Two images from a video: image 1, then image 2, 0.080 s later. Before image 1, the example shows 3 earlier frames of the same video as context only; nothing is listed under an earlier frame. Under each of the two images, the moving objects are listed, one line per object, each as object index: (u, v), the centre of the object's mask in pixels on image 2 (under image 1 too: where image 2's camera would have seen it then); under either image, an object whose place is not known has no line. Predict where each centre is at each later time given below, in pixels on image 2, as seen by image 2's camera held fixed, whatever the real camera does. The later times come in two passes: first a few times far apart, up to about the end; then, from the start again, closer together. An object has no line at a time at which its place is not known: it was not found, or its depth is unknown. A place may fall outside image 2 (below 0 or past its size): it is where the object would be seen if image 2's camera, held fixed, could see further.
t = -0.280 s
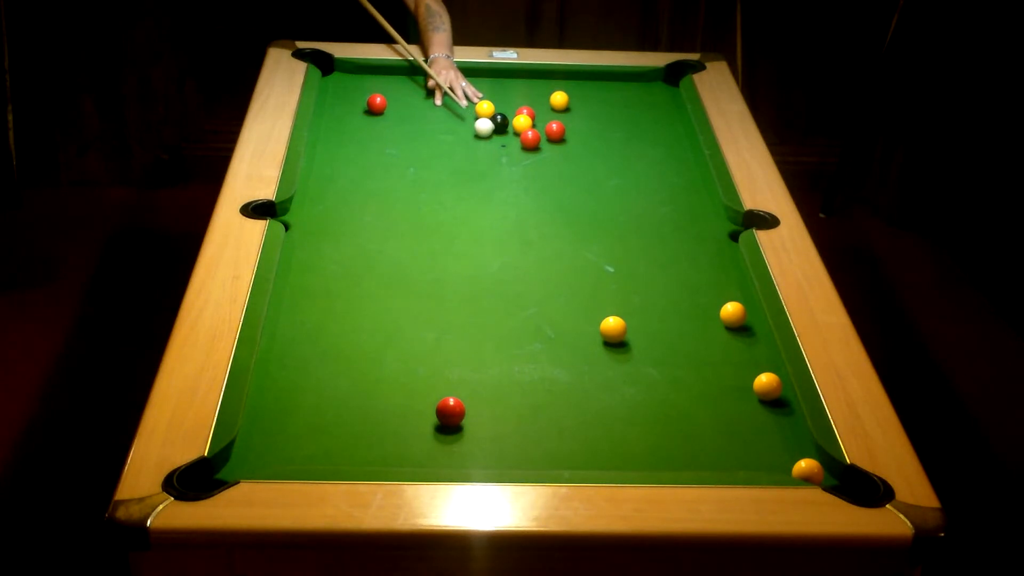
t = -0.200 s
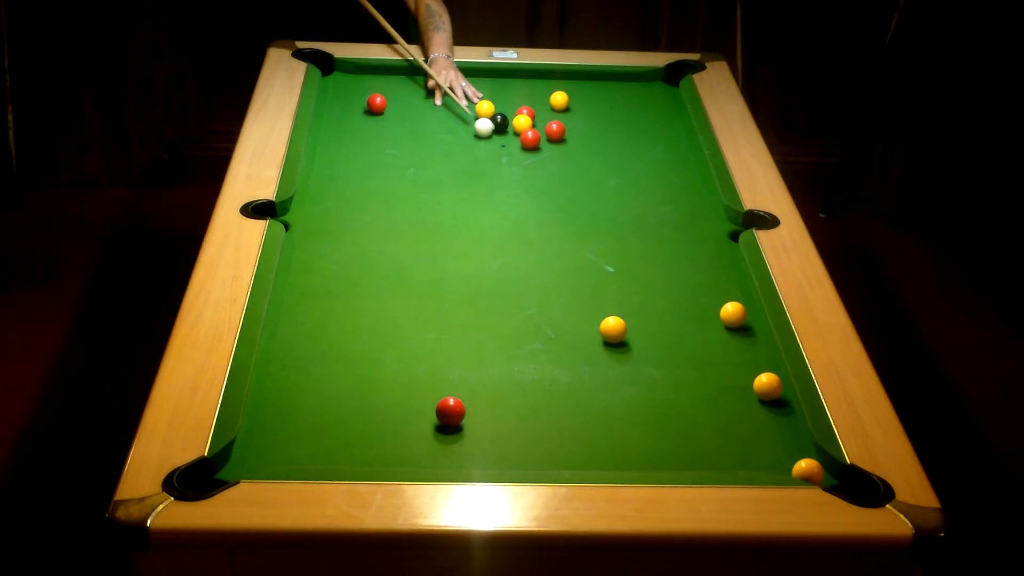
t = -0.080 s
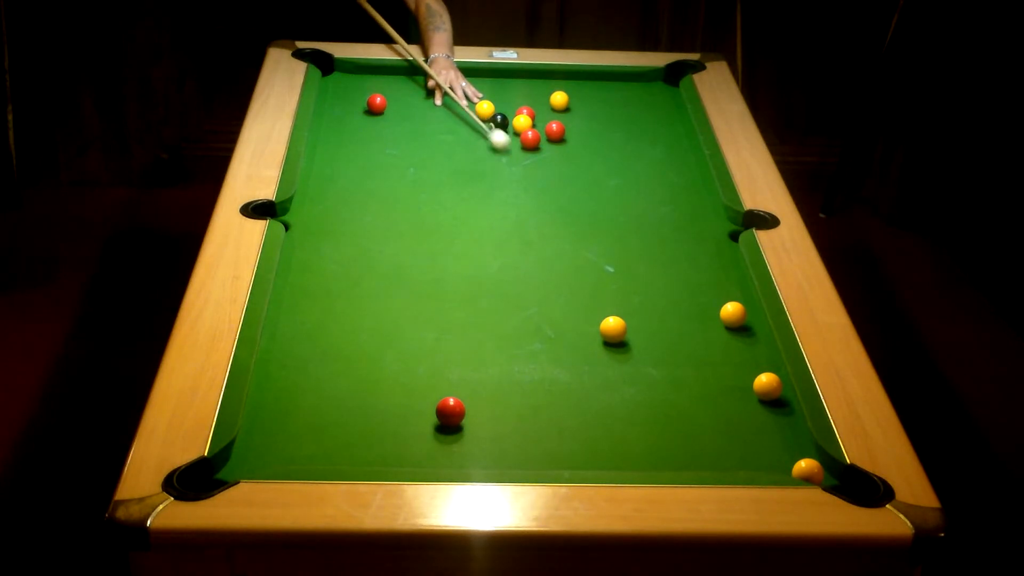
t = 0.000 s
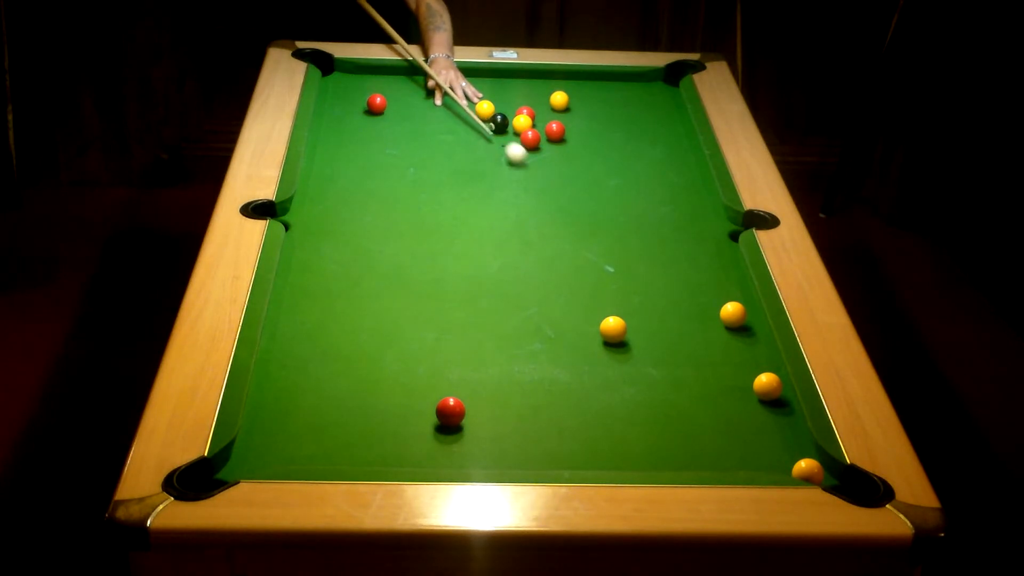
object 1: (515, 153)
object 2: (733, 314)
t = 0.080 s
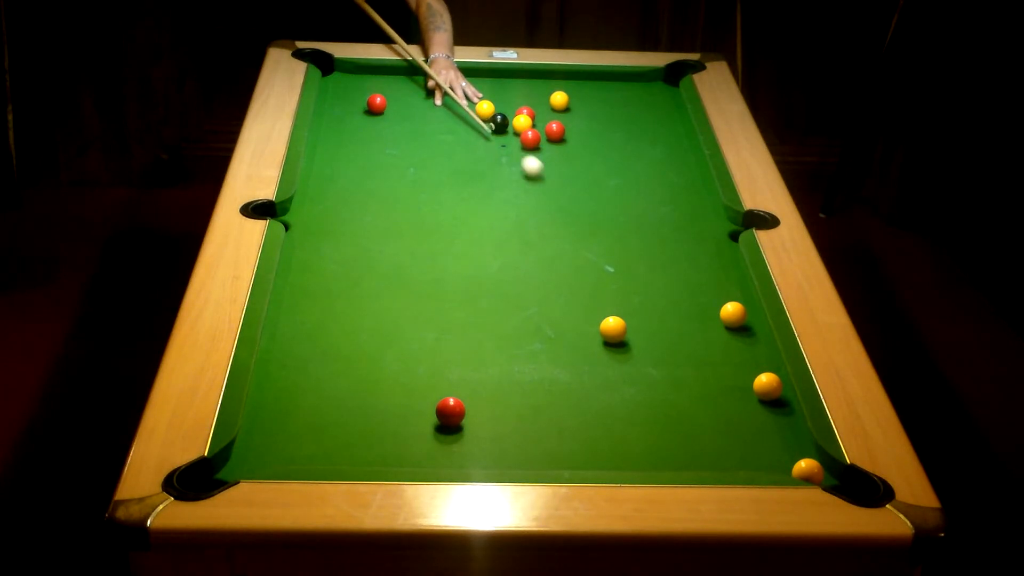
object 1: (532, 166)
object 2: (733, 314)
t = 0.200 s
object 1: (557, 187)
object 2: (733, 314)
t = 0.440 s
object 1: (611, 232)
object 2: (733, 314)
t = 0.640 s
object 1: (660, 272)
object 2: (733, 314)
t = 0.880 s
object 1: (709, 323)
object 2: (745, 316)
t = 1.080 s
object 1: (718, 364)
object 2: (738, 320)
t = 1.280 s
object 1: (727, 407)
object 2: (719, 323)
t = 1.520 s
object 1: (739, 459)
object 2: (699, 326)
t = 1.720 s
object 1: (729, 439)
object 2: (684, 328)
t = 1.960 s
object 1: (714, 404)
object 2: (669, 330)
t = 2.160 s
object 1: (704, 377)
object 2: (658, 332)
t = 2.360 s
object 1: (693, 352)
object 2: (649, 332)
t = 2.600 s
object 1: (682, 327)
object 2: (640, 332)
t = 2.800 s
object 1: (673, 307)
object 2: (640, 333)
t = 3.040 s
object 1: (664, 287)
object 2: (640, 333)
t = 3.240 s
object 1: (657, 270)
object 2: (640, 333)
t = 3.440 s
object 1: (651, 256)
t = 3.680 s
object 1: (645, 241)
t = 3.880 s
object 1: (640, 230)
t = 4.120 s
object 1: (634, 219)
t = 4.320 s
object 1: (630, 210)
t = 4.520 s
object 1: (627, 203)
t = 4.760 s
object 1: (623, 195)
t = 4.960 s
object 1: (620, 189)
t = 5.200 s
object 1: (617, 184)
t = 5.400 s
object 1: (615, 180)
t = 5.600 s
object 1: (613, 177)
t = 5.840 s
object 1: (611, 175)
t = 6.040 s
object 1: (610, 173)
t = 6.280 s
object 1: (610, 172)
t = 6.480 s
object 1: (610, 172)
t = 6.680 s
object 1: (610, 172)
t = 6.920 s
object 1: (610, 172)
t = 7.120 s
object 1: (610, 172)
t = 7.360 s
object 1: (610, 172)
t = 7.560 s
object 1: (610, 172)
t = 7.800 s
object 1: (610, 172)
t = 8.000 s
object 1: (610, 172)
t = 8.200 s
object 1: (610, 172)
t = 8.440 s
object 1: (610, 172)
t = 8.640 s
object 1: (610, 172)
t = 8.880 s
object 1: (610, 172)
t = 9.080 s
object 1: (610, 172)
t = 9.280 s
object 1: (610, 172)
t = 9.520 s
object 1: (610, 172)
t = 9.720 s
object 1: (610, 172)
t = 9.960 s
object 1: (610, 172)
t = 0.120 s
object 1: (540, 173)
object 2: (733, 314)
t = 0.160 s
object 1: (549, 180)
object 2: (733, 314)
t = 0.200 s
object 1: (557, 187)
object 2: (733, 314)
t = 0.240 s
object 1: (566, 194)
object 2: (733, 314)
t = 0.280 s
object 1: (575, 201)
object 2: (733, 314)
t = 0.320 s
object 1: (584, 209)
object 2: (733, 314)
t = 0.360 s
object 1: (592, 216)
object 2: (733, 314)
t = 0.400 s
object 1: (602, 224)
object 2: (733, 314)
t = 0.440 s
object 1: (611, 232)
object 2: (733, 314)
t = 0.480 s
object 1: (620, 240)
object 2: (733, 314)
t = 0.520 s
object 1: (630, 248)
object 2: (733, 314)
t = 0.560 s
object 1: (640, 256)
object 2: (733, 314)
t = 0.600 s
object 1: (650, 264)
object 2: (733, 314)
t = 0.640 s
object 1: (660, 272)
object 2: (733, 314)
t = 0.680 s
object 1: (670, 280)
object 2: (733, 314)
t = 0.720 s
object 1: (680, 289)
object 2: (733, 314)
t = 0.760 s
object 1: (690, 298)
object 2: (733, 314)
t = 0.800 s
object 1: (702, 307)
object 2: (733, 314)
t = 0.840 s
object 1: (707, 315)
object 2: (737, 314)
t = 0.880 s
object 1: (709, 323)
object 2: (745, 316)
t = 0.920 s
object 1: (711, 330)
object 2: (751, 317)
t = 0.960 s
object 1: (712, 339)
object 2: (749, 317)
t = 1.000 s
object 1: (714, 347)
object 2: (745, 318)
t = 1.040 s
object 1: (716, 355)
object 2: (742, 319)
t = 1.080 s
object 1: (718, 364)
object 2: (738, 320)
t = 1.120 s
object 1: (720, 372)
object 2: (734, 320)
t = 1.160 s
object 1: (722, 381)
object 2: (730, 321)
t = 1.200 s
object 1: (724, 389)
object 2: (726, 322)
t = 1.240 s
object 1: (726, 398)
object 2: (723, 322)
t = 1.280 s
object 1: (727, 407)
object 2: (719, 323)
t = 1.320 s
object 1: (729, 416)
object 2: (716, 324)
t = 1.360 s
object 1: (731, 425)
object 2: (712, 324)
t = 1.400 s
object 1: (733, 433)
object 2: (709, 324)
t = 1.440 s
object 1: (735, 441)
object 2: (705, 325)
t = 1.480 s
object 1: (737, 450)
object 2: (702, 325)
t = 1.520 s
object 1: (739, 459)
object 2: (699, 326)
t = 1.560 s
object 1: (740, 463)
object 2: (696, 326)
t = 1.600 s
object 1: (738, 458)
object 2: (693, 327)
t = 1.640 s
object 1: (735, 452)
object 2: (690, 327)
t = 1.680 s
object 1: (732, 447)
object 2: (687, 328)
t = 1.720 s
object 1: (729, 439)
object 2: (684, 328)
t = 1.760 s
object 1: (726, 432)
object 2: (681, 329)
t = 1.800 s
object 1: (724, 427)
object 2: (679, 329)
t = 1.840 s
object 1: (722, 421)
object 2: (676, 330)
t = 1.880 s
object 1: (719, 415)
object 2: (674, 330)
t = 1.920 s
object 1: (717, 409)
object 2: (671, 330)
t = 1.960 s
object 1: (714, 404)
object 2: (669, 330)
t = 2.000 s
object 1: (712, 398)
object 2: (666, 331)
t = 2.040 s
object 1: (710, 393)
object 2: (664, 331)
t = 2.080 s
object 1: (708, 386)
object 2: (662, 332)
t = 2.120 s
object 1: (706, 382)
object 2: (660, 331)
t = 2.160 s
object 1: (704, 377)
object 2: (658, 332)
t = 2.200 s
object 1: (702, 372)
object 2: (656, 332)
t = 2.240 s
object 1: (699, 367)
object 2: (654, 332)
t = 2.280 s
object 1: (697, 362)
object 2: (652, 332)
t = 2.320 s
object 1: (695, 358)
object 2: (650, 332)
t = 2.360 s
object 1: (693, 352)
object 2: (649, 332)
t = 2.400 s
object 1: (691, 348)
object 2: (647, 332)
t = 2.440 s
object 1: (689, 343)
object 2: (645, 332)
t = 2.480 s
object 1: (687, 339)
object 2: (644, 332)
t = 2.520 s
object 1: (686, 335)
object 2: (642, 332)
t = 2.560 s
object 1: (684, 331)
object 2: (641, 332)
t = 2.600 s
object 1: (682, 327)
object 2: (640, 332)
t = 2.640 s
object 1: (680, 322)
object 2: (640, 333)
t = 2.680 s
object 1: (679, 319)
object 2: (640, 333)
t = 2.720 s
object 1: (677, 315)
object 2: (640, 333)
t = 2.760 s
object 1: (675, 311)
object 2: (640, 333)
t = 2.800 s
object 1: (673, 307)
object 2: (640, 333)
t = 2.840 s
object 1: (672, 303)
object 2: (640, 333)
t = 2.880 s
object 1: (670, 300)
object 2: (640, 333)
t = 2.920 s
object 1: (669, 296)
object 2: (640, 333)
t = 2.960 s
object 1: (668, 293)
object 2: (640, 333)
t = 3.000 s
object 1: (666, 289)
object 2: (640, 333)
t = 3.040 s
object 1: (664, 287)
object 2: (640, 333)
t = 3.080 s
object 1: (663, 283)
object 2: (640, 333)
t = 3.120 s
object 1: (662, 280)
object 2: (640, 333)
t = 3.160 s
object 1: (660, 276)
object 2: (640, 333)
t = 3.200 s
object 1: (659, 274)
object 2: (640, 333)
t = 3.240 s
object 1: (657, 270)
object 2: (640, 333)
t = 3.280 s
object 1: (656, 268)
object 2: (639, 333)
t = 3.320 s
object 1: (655, 264)
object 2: (639, 333)
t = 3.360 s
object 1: (654, 262)
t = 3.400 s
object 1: (653, 259)
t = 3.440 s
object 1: (651, 256)
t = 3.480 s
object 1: (650, 254)
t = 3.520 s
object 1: (649, 251)
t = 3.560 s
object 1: (648, 249)
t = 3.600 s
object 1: (647, 246)
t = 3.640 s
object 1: (646, 244)
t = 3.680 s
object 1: (645, 241)
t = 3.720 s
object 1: (644, 239)
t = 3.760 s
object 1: (643, 237)
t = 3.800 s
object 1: (642, 235)
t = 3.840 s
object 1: (641, 233)
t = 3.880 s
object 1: (640, 230)
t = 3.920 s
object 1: (639, 229)
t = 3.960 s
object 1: (638, 226)
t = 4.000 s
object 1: (637, 224)
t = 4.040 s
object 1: (636, 222)
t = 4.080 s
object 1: (635, 221)
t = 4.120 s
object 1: (634, 219)
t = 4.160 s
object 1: (633, 217)
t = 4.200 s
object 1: (633, 215)
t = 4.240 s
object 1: (632, 214)
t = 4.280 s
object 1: (631, 212)
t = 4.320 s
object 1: (630, 210)
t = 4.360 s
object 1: (630, 209)
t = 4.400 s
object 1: (629, 207)
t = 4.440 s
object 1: (628, 206)
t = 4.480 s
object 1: (628, 204)
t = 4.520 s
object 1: (627, 203)
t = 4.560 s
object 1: (626, 201)
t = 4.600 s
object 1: (626, 200)
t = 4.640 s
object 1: (625, 199)
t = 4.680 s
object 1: (625, 197)
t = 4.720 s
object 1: (624, 196)
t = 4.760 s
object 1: (623, 195)
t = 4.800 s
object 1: (623, 194)
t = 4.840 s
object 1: (622, 193)
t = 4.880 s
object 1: (622, 192)
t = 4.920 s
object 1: (621, 190)
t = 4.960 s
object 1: (620, 189)
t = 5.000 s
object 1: (620, 188)
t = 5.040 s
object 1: (619, 187)
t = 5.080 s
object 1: (619, 186)
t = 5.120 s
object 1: (618, 186)
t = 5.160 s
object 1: (618, 185)
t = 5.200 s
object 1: (617, 184)
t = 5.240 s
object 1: (617, 183)
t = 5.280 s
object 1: (616, 182)
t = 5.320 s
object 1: (616, 182)
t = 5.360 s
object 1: (615, 181)
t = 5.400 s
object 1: (615, 180)
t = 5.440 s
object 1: (615, 180)
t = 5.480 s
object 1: (614, 179)
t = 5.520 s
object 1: (614, 178)
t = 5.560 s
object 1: (613, 178)
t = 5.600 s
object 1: (613, 177)
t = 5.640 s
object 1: (613, 177)
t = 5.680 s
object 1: (612, 176)
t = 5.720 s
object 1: (612, 176)
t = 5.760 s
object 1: (612, 175)
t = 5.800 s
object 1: (611, 175)
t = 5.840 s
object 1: (611, 175)
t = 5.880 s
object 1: (611, 174)
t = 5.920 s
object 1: (611, 174)
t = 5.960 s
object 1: (611, 174)
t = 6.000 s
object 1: (610, 173)
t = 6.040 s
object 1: (610, 173)
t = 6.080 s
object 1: (610, 173)
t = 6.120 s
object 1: (610, 173)
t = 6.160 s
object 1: (610, 173)
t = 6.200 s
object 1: (610, 172)
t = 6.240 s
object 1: (610, 173)
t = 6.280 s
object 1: (610, 172)
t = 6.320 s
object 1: (610, 172)
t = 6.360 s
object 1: (610, 172)
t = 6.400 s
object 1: (610, 172)
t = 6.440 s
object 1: (610, 172)
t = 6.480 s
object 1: (610, 172)
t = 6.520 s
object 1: (610, 172)
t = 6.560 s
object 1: (610, 172)
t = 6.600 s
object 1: (610, 172)
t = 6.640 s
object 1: (610, 172)
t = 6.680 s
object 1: (610, 172)
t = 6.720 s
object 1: (610, 172)
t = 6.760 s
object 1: (610, 172)
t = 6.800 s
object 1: (610, 172)
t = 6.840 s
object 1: (610, 173)
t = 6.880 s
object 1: (610, 172)
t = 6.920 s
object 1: (610, 172)
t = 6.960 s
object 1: (610, 172)
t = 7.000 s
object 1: (610, 172)
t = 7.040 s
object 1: (610, 172)
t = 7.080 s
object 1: (610, 172)
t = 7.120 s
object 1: (610, 172)
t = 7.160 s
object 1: (610, 172)
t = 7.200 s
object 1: (610, 172)
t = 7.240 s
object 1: (610, 172)
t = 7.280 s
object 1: (610, 172)
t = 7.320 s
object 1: (610, 172)
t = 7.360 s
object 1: (610, 172)
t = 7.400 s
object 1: (610, 173)
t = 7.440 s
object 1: (610, 172)
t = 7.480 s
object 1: (610, 172)
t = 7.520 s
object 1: (610, 172)
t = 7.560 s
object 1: (610, 172)
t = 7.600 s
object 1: (610, 172)
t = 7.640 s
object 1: (610, 172)
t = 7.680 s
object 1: (610, 173)
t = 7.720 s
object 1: (610, 172)
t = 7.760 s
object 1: (610, 173)
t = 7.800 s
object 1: (610, 172)
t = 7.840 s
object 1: (610, 173)
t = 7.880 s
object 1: (610, 172)
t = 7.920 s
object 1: (610, 173)
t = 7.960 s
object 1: (610, 172)
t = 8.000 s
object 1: (610, 172)
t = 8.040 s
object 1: (610, 172)
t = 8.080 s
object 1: (610, 172)
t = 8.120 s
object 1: (610, 172)
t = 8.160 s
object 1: (610, 172)
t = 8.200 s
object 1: (610, 172)
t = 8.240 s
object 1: (610, 172)
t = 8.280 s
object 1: (610, 172)
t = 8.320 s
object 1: (610, 172)
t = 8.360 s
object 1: (610, 172)
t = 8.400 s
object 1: (610, 172)
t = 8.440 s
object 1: (610, 172)
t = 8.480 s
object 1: (610, 172)
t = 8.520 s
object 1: (610, 172)
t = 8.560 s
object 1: (610, 172)
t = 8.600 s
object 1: (610, 172)
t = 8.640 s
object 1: (610, 172)
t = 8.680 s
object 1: (610, 172)
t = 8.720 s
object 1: (610, 172)
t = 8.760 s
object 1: (610, 172)
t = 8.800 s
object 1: (610, 172)
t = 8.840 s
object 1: (610, 172)
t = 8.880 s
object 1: (610, 172)
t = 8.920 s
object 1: (610, 173)
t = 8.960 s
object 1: (610, 172)
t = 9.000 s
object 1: (610, 172)
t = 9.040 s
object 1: (610, 172)
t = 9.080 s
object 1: (610, 172)
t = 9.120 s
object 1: (610, 172)
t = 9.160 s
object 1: (610, 172)
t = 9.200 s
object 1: (610, 172)
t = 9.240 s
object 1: (610, 172)
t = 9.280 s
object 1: (610, 172)
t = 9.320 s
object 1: (610, 172)
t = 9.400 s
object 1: (610, 173)
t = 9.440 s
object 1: (610, 172)
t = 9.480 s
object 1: (610, 172)
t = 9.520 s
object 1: (610, 172)
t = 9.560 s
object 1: (610, 172)
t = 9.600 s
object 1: (610, 172)
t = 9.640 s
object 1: (610, 172)
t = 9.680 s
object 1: (610, 172)
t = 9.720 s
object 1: (610, 172)
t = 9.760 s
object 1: (610, 172)
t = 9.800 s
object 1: (610, 172)
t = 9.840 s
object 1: (610, 172)
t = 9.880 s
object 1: (610, 172)
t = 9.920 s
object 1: (610, 172)
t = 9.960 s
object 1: (610, 172)
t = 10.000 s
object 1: (610, 172)
